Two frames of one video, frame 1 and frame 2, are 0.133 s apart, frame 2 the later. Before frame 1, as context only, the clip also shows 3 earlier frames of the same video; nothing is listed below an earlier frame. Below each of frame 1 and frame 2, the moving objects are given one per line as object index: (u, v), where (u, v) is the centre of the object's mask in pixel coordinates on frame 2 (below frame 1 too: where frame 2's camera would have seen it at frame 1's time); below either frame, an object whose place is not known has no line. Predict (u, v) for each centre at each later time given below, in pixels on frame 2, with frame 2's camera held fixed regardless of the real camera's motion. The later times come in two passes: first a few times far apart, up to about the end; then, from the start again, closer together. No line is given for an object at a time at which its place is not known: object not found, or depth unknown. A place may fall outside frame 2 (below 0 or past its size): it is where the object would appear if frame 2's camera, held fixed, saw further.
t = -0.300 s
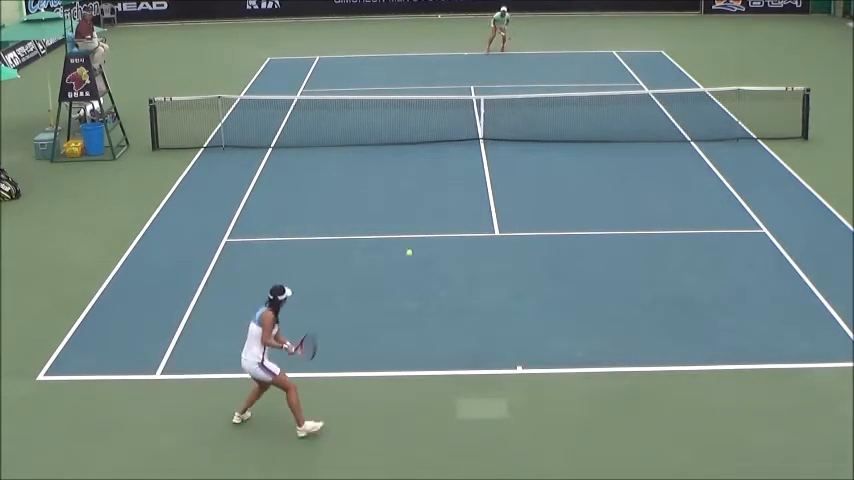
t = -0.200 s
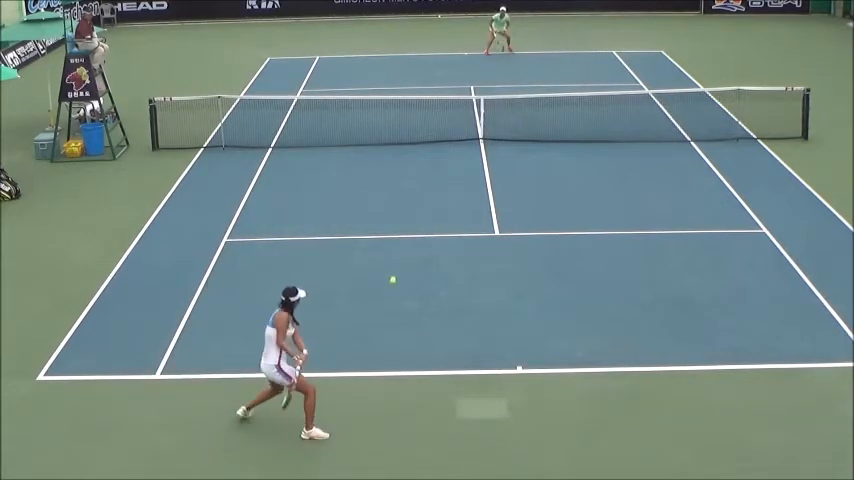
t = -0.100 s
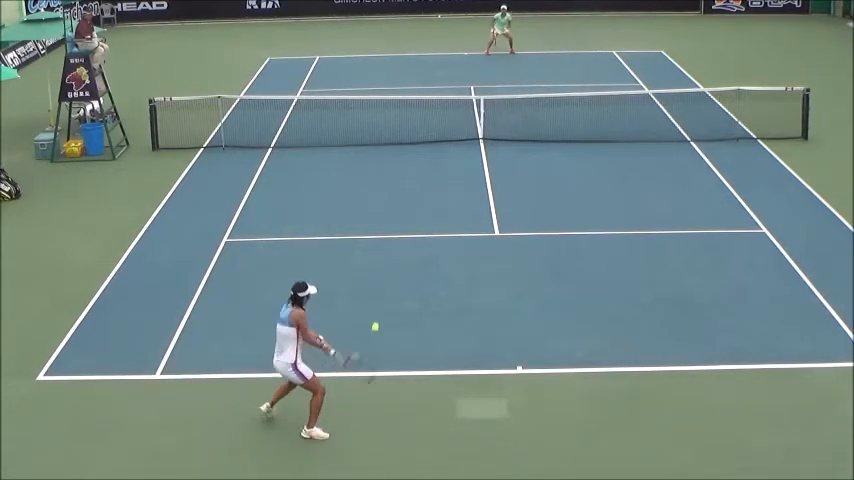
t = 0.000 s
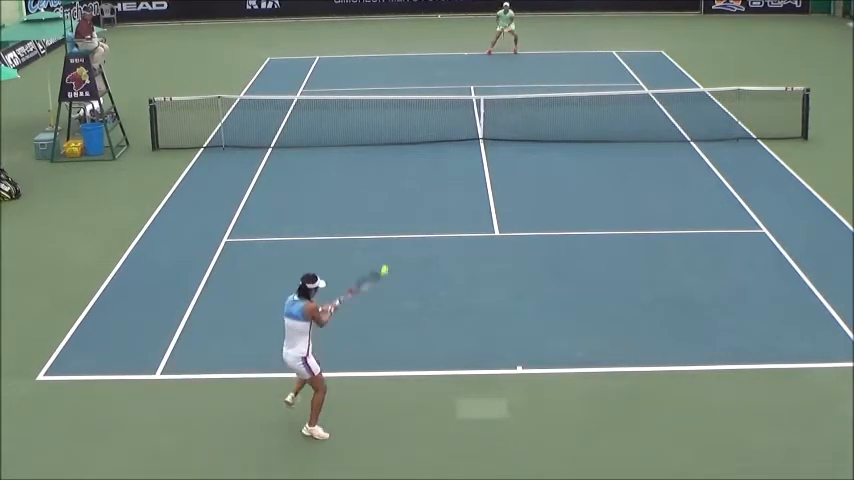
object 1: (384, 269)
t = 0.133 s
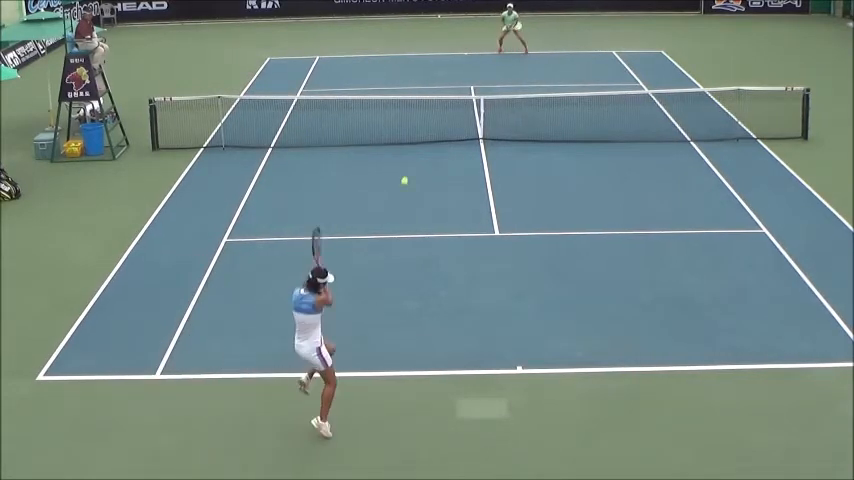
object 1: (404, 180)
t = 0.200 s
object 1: (413, 147)
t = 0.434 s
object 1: (440, 80)
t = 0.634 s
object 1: (458, 66)
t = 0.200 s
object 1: (413, 147)
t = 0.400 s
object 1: (436, 85)
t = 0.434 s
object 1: (440, 80)
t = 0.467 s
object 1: (443, 75)
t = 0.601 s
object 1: (456, 66)
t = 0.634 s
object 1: (458, 66)
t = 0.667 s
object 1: (461, 67)
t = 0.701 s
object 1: (464, 67)
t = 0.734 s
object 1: (467, 69)
